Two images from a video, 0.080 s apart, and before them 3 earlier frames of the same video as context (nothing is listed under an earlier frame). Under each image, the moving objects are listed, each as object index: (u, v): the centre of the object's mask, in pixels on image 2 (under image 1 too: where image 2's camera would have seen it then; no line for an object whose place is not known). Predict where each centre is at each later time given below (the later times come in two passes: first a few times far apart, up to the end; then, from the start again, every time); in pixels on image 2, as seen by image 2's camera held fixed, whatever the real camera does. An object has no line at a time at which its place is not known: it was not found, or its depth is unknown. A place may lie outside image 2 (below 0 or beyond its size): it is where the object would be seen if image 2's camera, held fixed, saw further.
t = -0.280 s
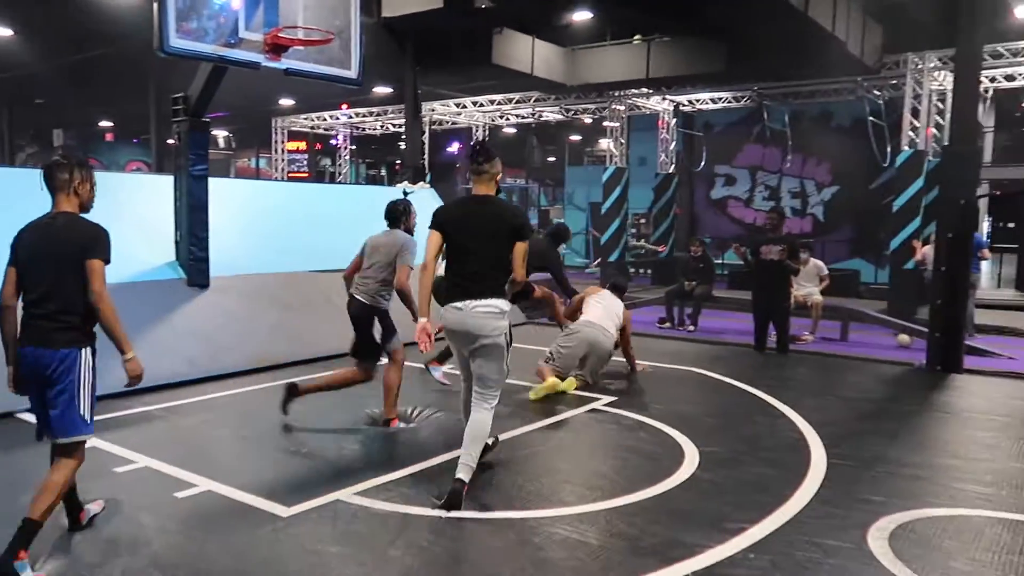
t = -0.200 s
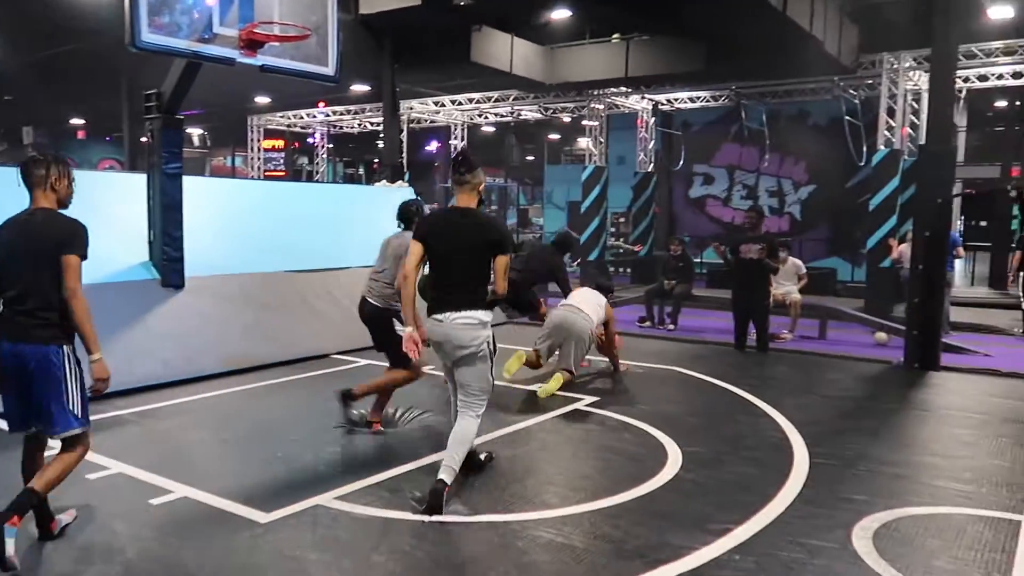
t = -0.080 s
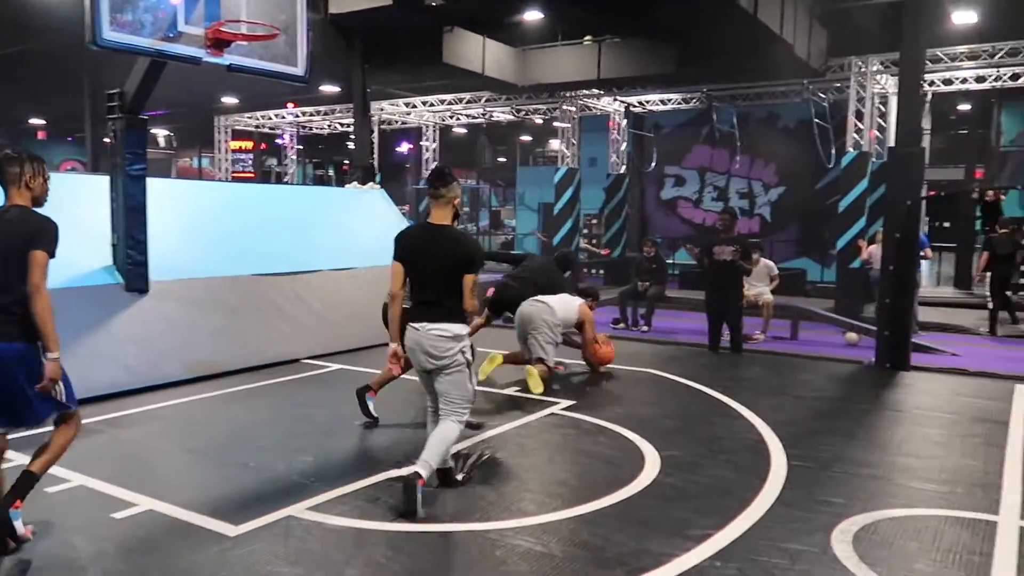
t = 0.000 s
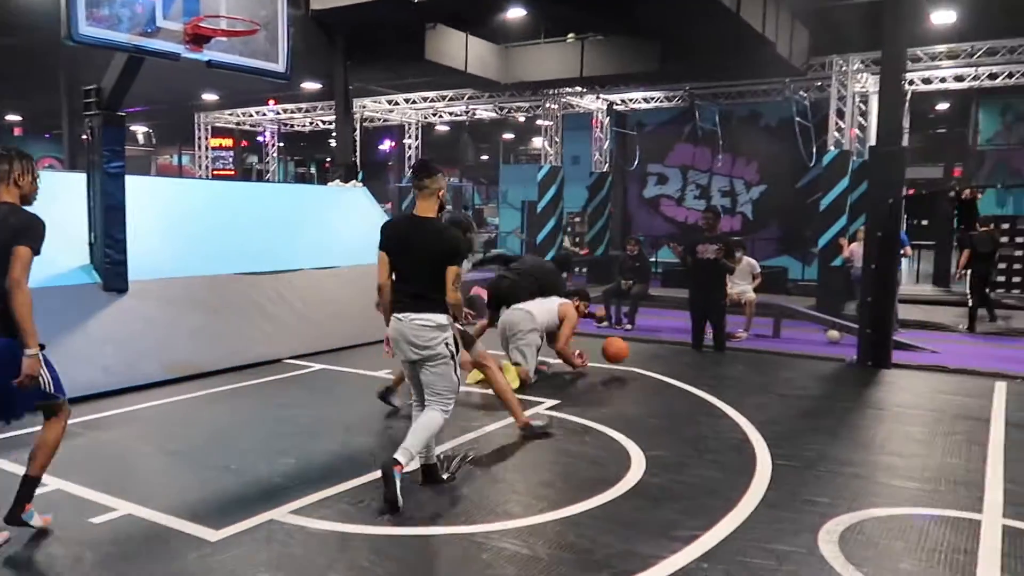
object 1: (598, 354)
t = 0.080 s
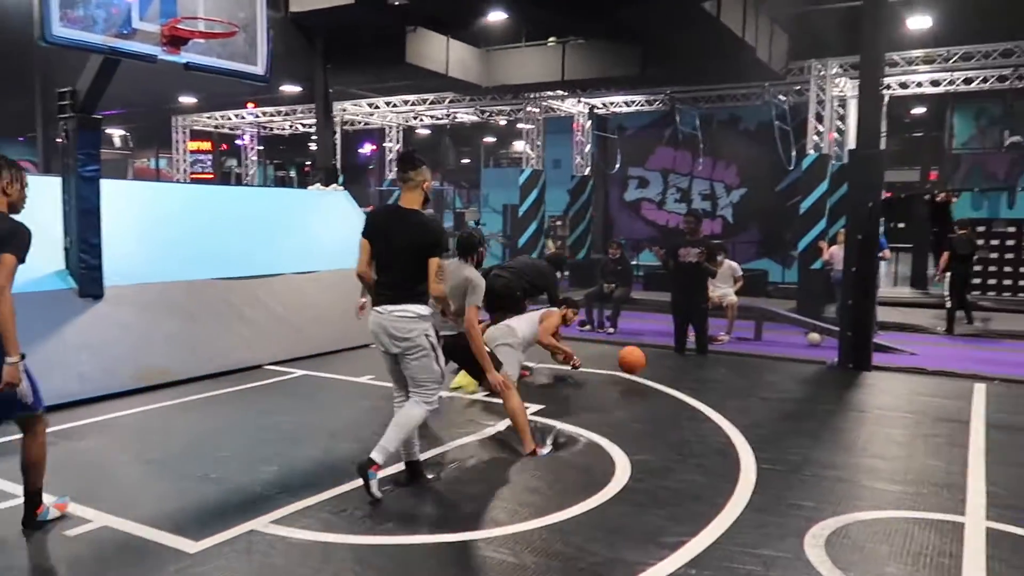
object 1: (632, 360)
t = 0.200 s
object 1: (685, 381)
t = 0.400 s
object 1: (757, 381)
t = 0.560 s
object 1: (815, 386)
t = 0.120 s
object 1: (649, 365)
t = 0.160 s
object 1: (667, 372)
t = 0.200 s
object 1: (685, 381)
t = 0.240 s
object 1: (699, 377)
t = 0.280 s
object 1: (713, 375)
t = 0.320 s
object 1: (728, 376)
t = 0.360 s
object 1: (742, 378)
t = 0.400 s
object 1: (757, 381)
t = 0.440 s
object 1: (771, 387)
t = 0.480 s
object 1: (786, 388)
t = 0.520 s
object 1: (800, 386)
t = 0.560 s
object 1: (815, 386)
